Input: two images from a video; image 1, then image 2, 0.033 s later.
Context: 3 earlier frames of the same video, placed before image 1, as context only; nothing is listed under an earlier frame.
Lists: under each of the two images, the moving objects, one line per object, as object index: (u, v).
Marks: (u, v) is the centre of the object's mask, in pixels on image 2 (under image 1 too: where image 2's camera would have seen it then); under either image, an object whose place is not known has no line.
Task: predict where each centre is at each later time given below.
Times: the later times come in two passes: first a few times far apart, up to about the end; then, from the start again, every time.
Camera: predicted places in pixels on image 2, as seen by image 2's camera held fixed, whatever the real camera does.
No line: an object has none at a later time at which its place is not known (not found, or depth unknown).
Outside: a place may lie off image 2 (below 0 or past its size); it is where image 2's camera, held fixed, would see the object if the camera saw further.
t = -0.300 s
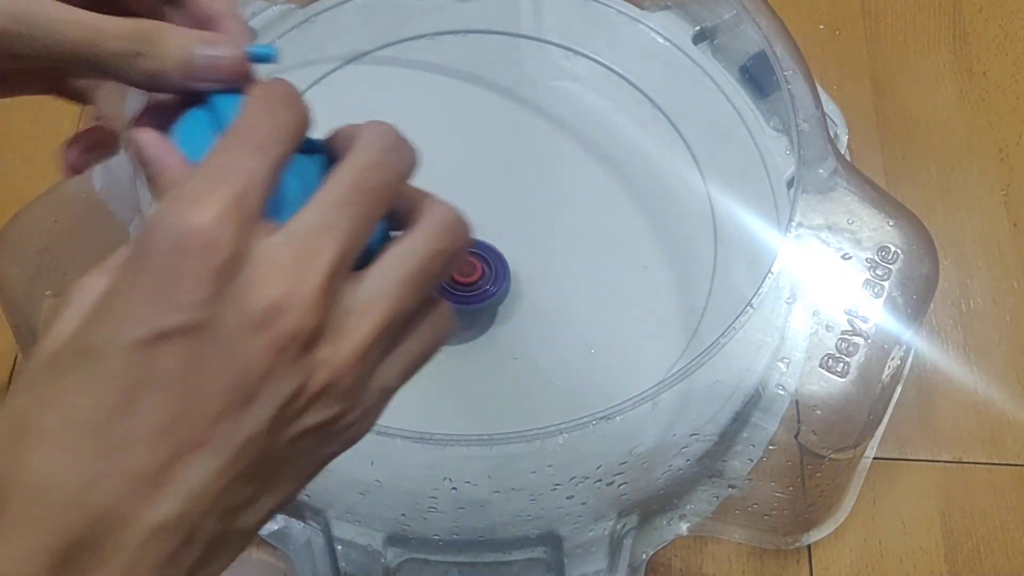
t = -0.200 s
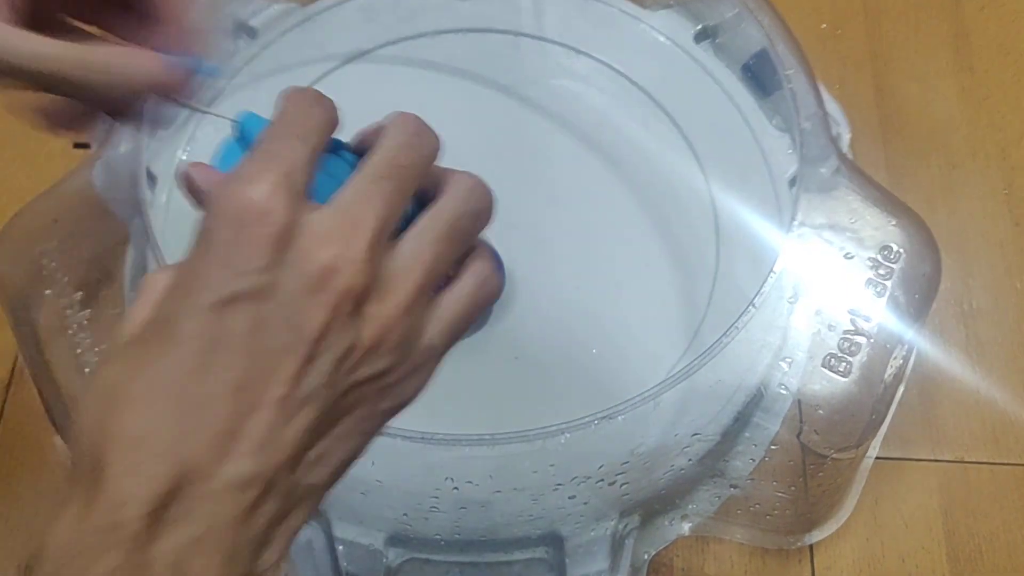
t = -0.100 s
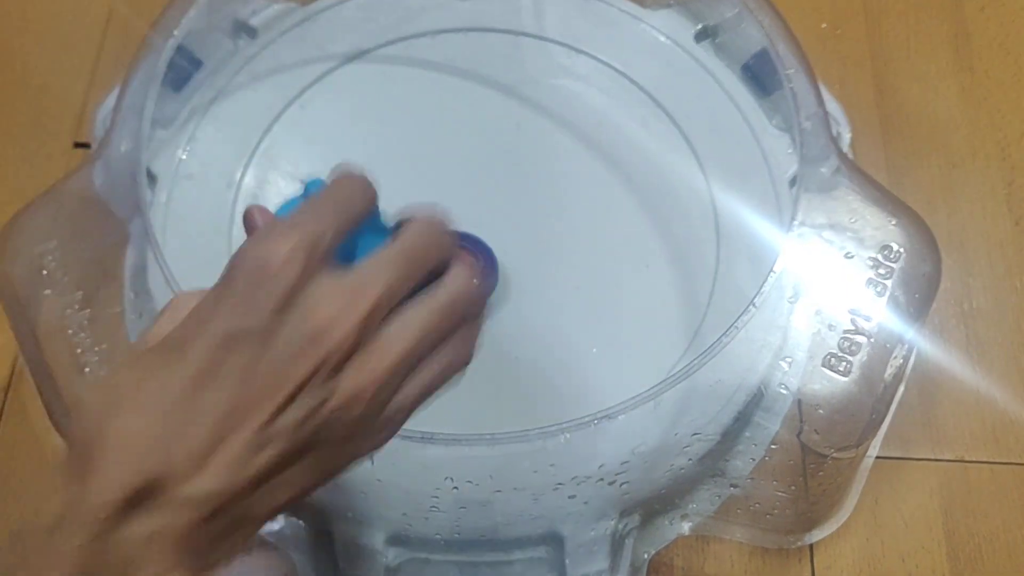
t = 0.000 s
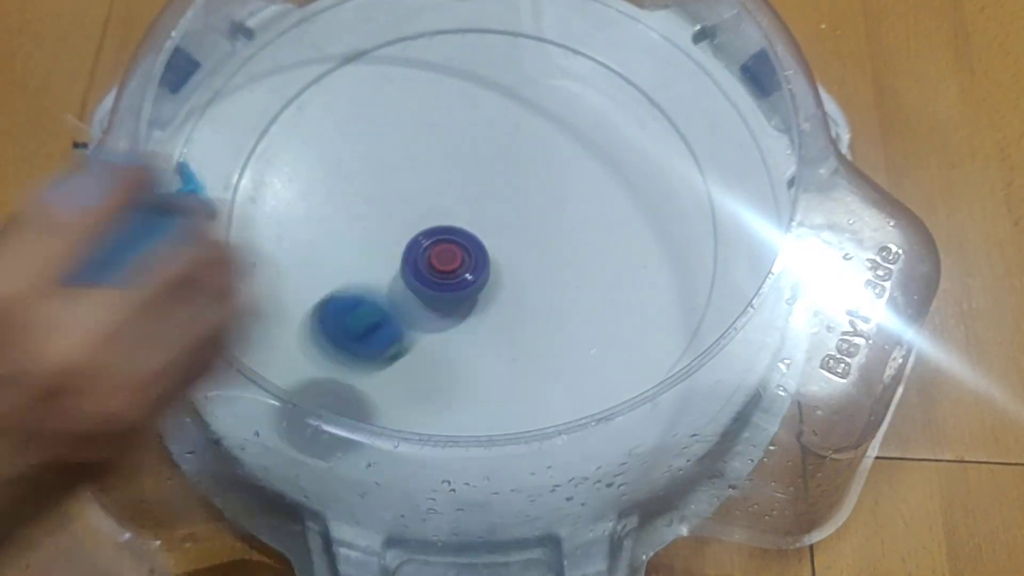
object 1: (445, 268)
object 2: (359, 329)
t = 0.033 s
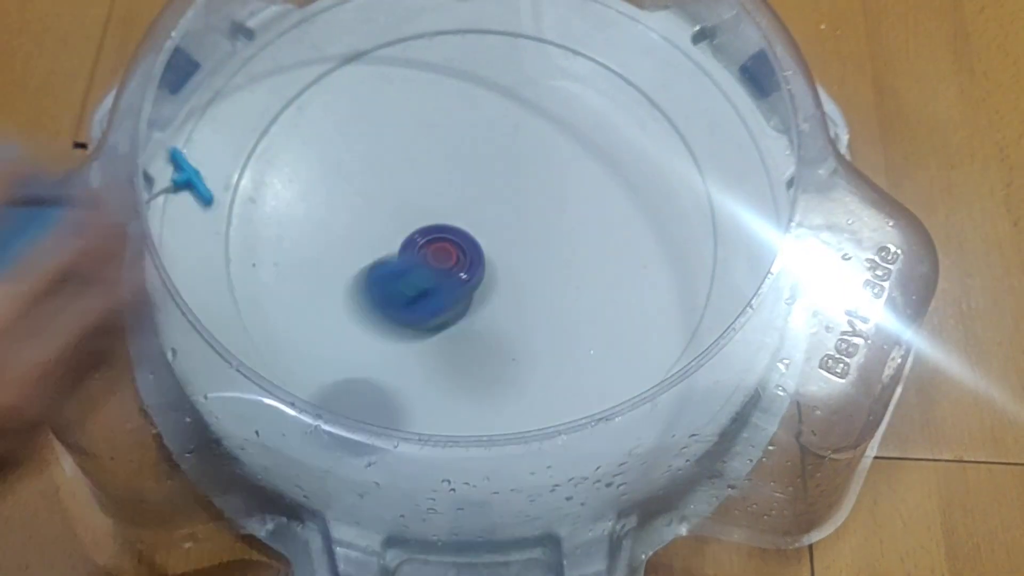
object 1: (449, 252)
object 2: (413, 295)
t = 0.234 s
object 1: (417, 257)
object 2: (592, 208)
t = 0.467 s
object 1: (402, 243)
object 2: (403, 85)
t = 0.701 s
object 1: (395, 240)
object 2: (247, 195)
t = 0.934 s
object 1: (409, 235)
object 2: (306, 303)
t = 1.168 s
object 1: (506, 125)
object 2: (406, 298)
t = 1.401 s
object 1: (493, 91)
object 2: (414, 161)
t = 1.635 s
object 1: (448, 106)
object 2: (276, 154)
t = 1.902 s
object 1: (438, 153)
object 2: (394, 282)
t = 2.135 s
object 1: (428, 138)
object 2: (583, 185)
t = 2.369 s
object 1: (340, 159)
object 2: (596, 69)
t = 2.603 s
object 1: (390, 251)
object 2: (413, 45)
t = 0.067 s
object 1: (449, 270)
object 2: (455, 274)
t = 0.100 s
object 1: (432, 264)
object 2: (515, 261)
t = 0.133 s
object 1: (432, 262)
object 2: (557, 260)
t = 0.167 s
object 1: (427, 261)
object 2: (596, 272)
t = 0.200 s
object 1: (422, 259)
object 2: (609, 259)
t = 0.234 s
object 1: (417, 257)
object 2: (592, 208)
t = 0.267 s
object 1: (413, 254)
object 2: (574, 171)
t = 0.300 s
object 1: (410, 251)
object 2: (554, 149)
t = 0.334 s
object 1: (408, 249)
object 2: (536, 139)
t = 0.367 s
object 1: (406, 248)
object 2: (516, 133)
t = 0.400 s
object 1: (406, 246)
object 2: (476, 104)
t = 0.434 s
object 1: (404, 244)
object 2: (440, 88)
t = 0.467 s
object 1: (402, 243)
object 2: (403, 85)
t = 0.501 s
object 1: (401, 242)
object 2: (365, 89)
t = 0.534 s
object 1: (400, 242)
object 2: (324, 77)
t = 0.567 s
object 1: (398, 240)
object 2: (284, 78)
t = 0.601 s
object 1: (397, 240)
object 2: (239, 77)
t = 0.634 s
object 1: (396, 240)
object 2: (235, 112)
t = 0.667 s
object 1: (395, 240)
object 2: (244, 156)
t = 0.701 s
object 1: (395, 240)
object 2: (247, 195)
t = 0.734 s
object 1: (396, 238)
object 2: (248, 228)
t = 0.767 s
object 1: (398, 238)
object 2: (247, 253)
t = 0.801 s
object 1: (400, 238)
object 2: (249, 267)
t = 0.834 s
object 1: (402, 238)
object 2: (255, 279)
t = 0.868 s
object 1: (404, 237)
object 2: (267, 288)
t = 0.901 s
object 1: (406, 237)
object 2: (284, 297)
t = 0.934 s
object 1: (409, 235)
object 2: (306, 303)
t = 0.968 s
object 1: (411, 233)
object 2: (328, 305)
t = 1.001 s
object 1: (414, 231)
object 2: (350, 302)
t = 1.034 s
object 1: (428, 213)
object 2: (361, 307)
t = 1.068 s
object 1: (454, 186)
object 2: (363, 318)
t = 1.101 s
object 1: (475, 161)
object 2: (374, 318)
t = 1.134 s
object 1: (492, 141)
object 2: (391, 310)
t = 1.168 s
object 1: (506, 125)
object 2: (406, 298)
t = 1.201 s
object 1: (514, 113)
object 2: (421, 282)
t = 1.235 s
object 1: (518, 105)
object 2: (432, 262)
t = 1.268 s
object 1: (519, 99)
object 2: (438, 241)
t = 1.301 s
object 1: (515, 95)
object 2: (439, 219)
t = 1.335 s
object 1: (510, 93)
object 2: (435, 197)
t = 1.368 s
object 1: (502, 92)
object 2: (426, 177)
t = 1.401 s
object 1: (493, 91)
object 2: (414, 161)
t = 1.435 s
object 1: (484, 92)
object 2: (396, 147)
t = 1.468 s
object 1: (476, 94)
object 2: (377, 136)
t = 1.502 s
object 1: (468, 96)
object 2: (354, 128)
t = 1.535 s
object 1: (462, 98)
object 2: (332, 126)
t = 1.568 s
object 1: (456, 100)
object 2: (310, 130)
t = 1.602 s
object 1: (452, 103)
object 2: (290, 140)
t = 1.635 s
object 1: (448, 106)
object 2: (276, 154)
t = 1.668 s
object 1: (445, 108)
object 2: (266, 171)
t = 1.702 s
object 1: (440, 115)
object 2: (264, 205)
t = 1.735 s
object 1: (438, 121)
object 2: (272, 225)
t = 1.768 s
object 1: (436, 126)
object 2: (285, 245)
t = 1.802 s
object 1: (435, 131)
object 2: (306, 263)
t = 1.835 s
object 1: (435, 138)
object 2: (331, 276)
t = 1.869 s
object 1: (436, 145)
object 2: (359, 284)
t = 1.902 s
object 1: (438, 153)
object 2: (394, 282)
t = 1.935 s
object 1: (442, 160)
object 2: (426, 274)
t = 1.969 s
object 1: (446, 166)
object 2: (454, 258)
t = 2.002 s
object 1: (449, 164)
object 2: (482, 247)
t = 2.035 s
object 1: (452, 157)
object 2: (506, 235)
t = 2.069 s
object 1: (455, 155)
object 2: (523, 218)
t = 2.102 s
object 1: (458, 155)
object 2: (537, 194)
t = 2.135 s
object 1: (428, 138)
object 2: (583, 185)
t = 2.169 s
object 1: (399, 125)
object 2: (618, 176)
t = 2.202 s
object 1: (376, 119)
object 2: (644, 159)
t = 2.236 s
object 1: (358, 118)
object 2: (660, 139)
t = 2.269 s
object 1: (346, 122)
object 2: (668, 116)
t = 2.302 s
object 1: (340, 132)
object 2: (652, 91)
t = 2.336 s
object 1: (339, 145)
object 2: (624, 78)
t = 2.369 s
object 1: (340, 159)
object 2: (596, 69)
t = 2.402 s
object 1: (343, 173)
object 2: (567, 52)
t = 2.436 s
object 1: (349, 187)
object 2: (539, 39)
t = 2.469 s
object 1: (355, 202)
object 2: (511, 29)
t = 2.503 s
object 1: (363, 216)
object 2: (482, 26)
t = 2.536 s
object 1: (371, 229)
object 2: (459, 31)
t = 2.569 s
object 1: (380, 240)
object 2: (435, 35)
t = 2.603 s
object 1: (390, 251)
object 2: (413, 45)
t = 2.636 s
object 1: (401, 261)
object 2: (394, 63)
